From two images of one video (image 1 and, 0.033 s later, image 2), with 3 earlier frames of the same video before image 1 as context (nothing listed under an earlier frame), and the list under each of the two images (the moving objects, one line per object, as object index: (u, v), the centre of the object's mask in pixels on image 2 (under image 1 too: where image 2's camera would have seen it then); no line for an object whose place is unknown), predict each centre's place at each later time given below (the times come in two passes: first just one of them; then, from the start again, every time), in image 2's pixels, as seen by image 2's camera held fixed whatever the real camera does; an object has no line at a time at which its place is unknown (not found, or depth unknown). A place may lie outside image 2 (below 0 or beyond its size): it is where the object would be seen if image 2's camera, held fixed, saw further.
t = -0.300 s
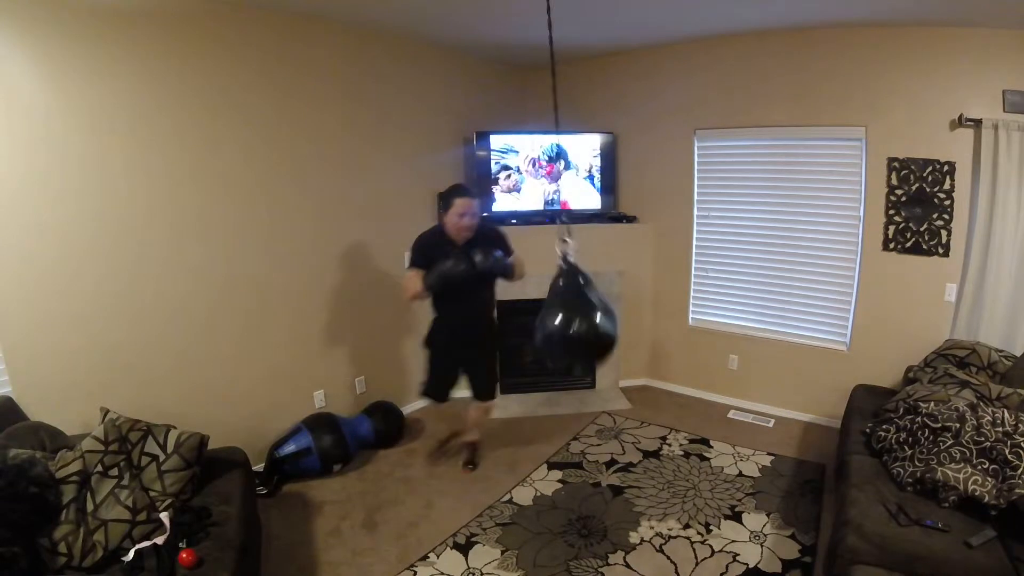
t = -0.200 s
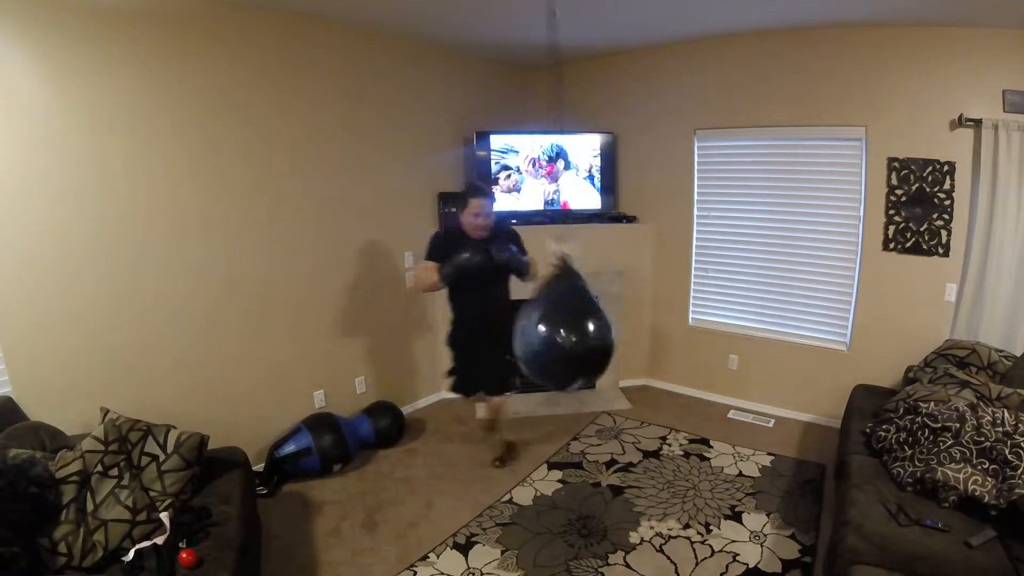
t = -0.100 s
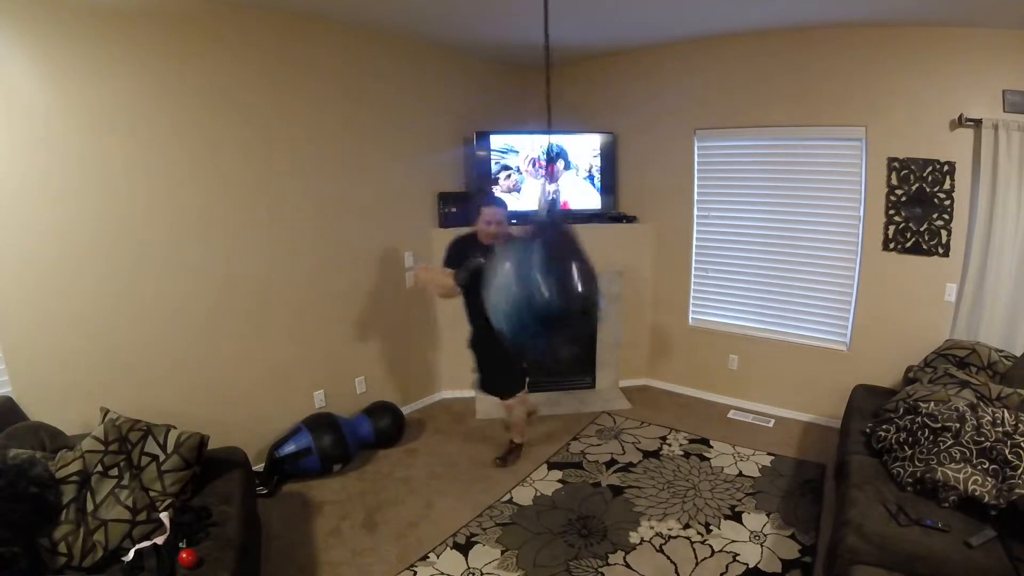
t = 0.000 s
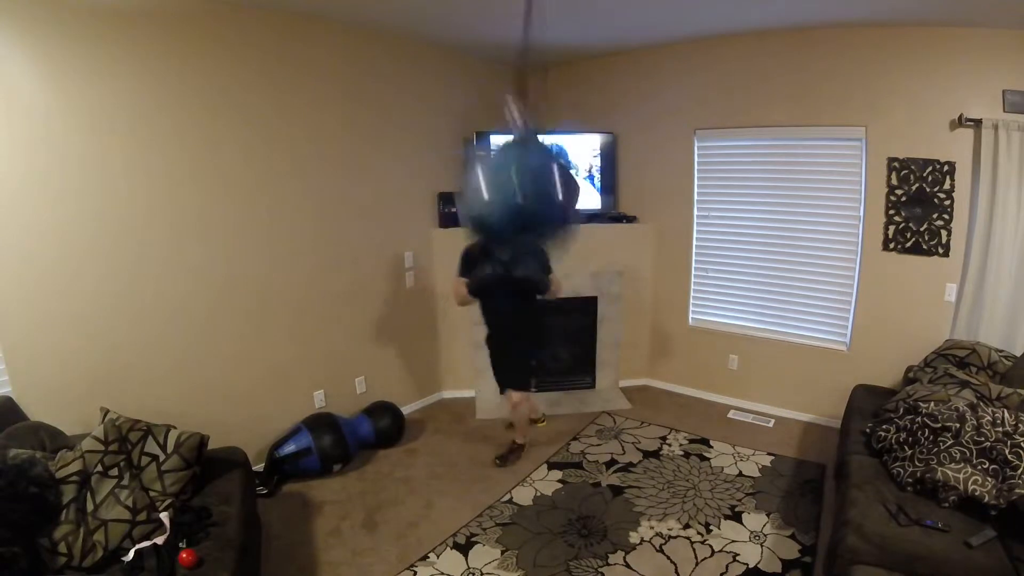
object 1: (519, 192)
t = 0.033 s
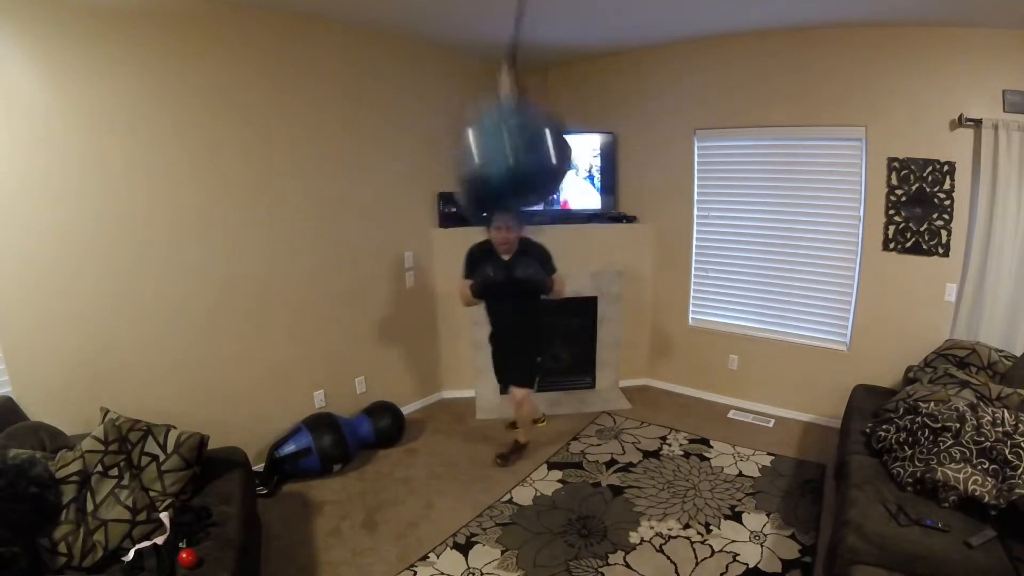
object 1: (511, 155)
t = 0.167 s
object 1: (486, 59)
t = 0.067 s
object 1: (502, 126)
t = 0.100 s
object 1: (498, 98)
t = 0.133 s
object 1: (493, 76)
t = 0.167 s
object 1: (486, 59)
